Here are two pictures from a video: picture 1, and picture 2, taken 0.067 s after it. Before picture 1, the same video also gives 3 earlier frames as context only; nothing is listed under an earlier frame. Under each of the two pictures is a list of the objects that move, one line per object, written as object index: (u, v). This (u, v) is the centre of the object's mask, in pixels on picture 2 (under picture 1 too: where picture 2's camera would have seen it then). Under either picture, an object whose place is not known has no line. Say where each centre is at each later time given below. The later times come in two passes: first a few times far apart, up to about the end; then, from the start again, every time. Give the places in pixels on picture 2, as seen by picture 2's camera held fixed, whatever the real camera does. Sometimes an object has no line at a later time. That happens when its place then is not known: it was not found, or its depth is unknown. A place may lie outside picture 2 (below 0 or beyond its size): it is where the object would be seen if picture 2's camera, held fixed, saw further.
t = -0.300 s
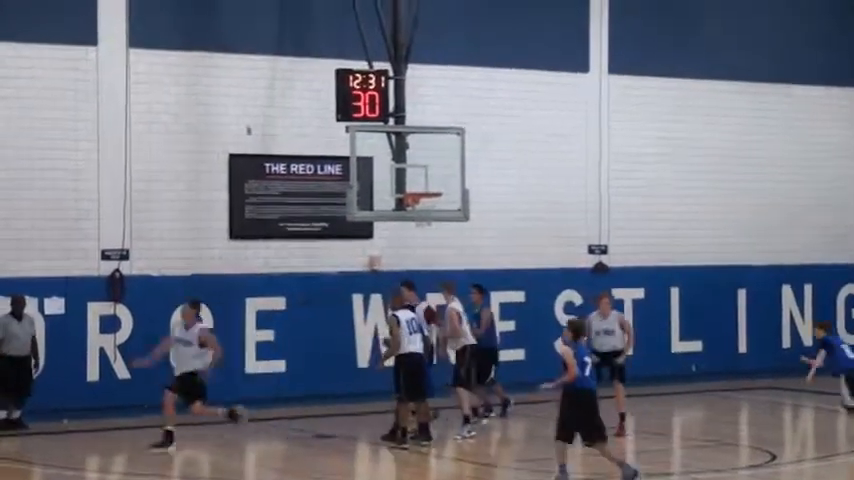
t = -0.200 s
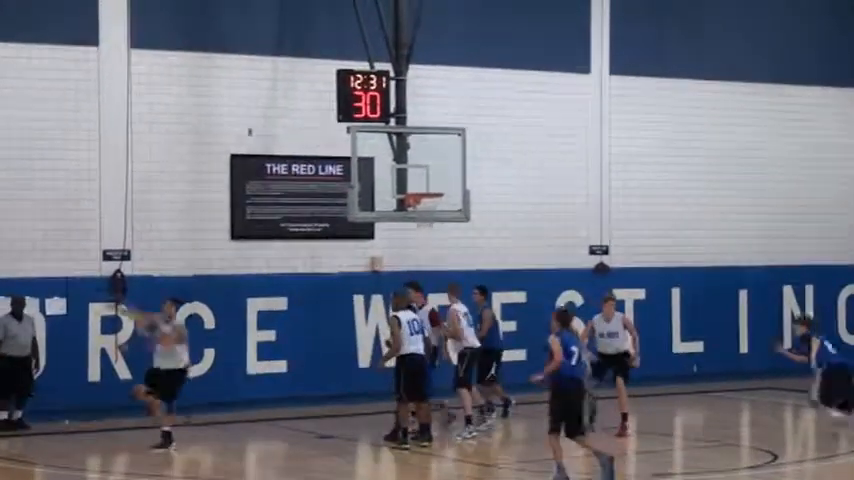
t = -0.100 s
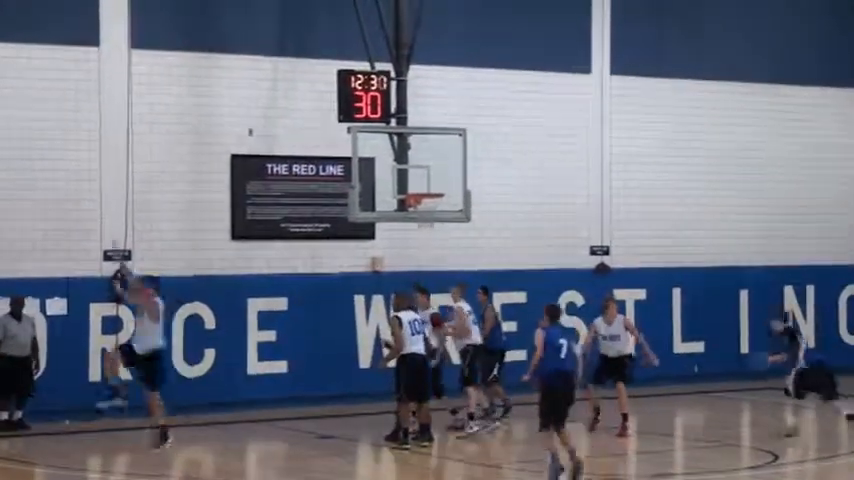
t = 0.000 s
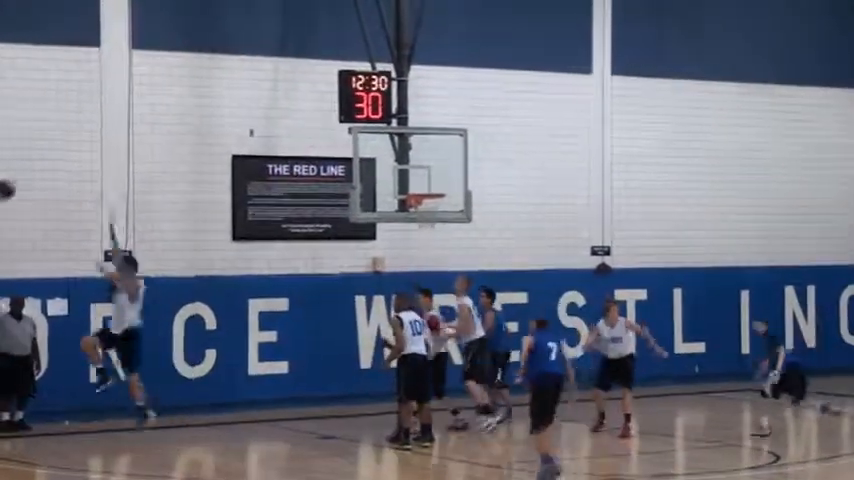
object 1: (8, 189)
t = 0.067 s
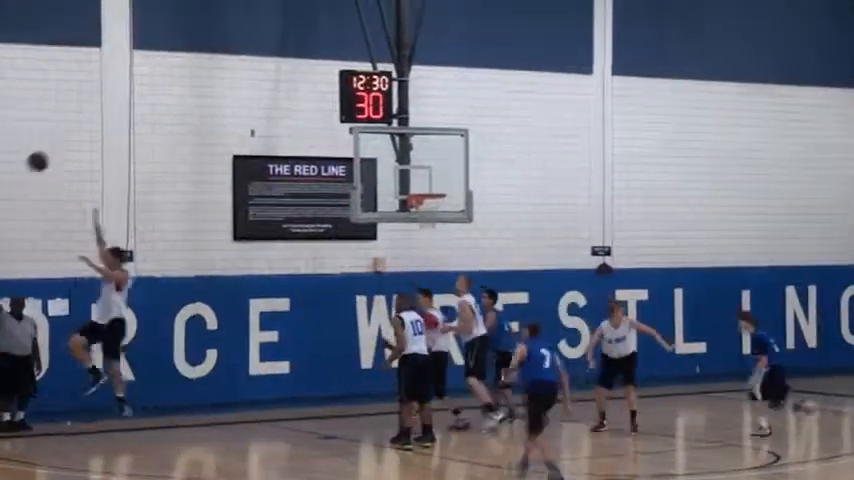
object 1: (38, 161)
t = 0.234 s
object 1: (115, 108)
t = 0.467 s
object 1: (213, 75)
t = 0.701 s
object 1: (304, 84)
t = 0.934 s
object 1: (387, 135)
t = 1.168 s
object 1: (455, 179)
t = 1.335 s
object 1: (482, 176)
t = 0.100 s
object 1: (53, 149)
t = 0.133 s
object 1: (69, 137)
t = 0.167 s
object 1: (85, 126)
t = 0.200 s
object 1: (99, 116)
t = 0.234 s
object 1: (115, 108)
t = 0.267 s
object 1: (129, 100)
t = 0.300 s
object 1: (144, 94)
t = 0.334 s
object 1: (158, 88)
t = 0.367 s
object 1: (172, 83)
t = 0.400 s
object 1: (186, 80)
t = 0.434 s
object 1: (200, 77)
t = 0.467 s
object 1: (213, 75)
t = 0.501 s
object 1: (226, 73)
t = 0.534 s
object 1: (240, 73)
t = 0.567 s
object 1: (253, 74)
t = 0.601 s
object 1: (266, 75)
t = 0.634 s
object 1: (279, 77)
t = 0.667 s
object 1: (291, 80)
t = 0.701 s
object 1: (304, 84)
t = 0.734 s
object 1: (316, 89)
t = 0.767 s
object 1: (328, 95)
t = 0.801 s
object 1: (342, 101)
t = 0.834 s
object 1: (352, 107)
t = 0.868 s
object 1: (366, 114)
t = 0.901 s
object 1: (377, 125)
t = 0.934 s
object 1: (387, 135)
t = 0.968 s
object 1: (395, 141)
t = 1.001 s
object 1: (413, 154)
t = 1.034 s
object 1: (423, 166)
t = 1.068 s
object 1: (435, 177)
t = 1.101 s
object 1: (444, 186)
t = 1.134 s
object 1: (449, 182)
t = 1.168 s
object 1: (455, 179)
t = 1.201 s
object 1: (460, 176)
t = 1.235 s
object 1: (466, 175)
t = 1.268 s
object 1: (472, 174)
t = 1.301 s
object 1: (477, 175)
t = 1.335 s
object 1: (482, 176)
